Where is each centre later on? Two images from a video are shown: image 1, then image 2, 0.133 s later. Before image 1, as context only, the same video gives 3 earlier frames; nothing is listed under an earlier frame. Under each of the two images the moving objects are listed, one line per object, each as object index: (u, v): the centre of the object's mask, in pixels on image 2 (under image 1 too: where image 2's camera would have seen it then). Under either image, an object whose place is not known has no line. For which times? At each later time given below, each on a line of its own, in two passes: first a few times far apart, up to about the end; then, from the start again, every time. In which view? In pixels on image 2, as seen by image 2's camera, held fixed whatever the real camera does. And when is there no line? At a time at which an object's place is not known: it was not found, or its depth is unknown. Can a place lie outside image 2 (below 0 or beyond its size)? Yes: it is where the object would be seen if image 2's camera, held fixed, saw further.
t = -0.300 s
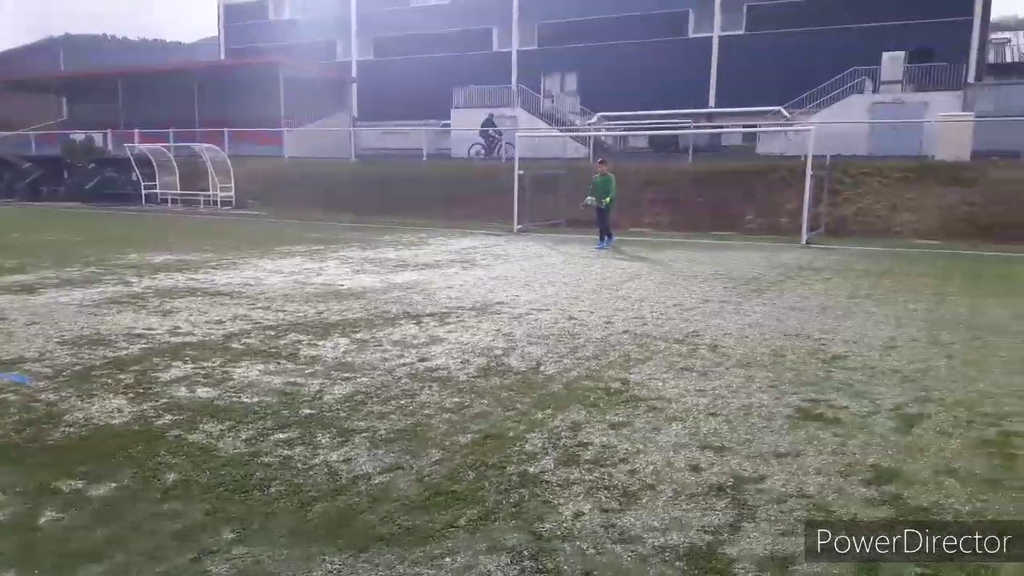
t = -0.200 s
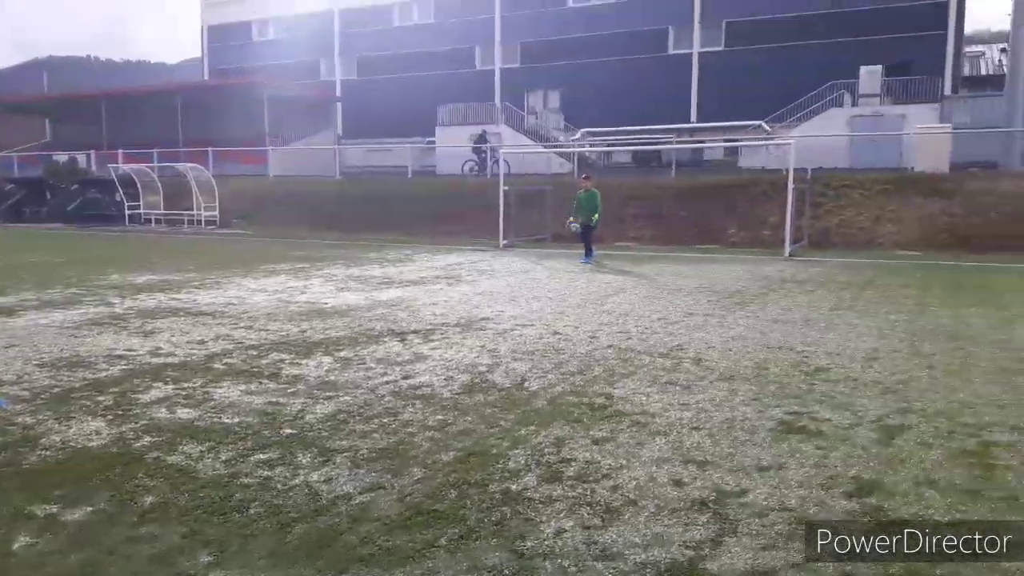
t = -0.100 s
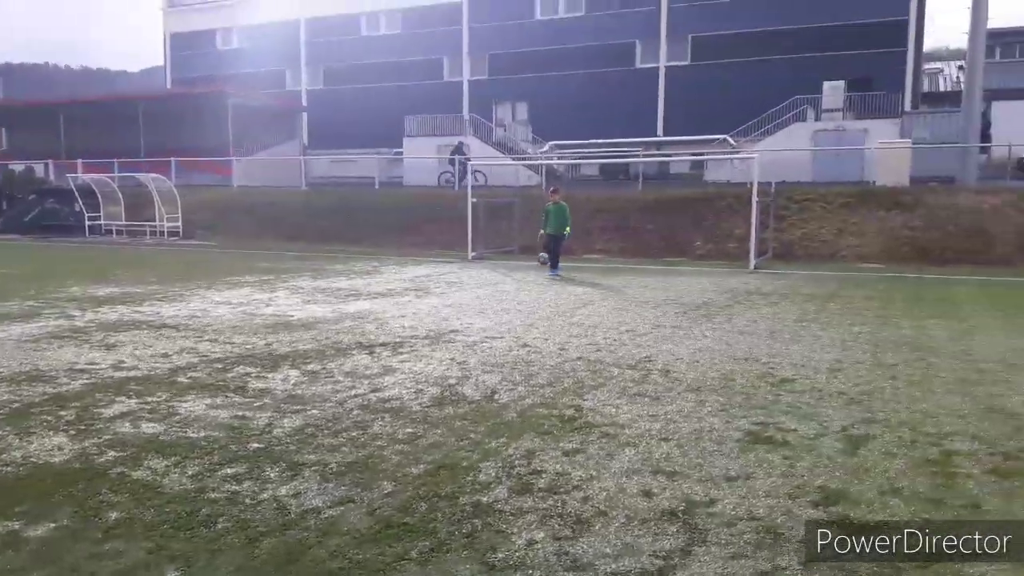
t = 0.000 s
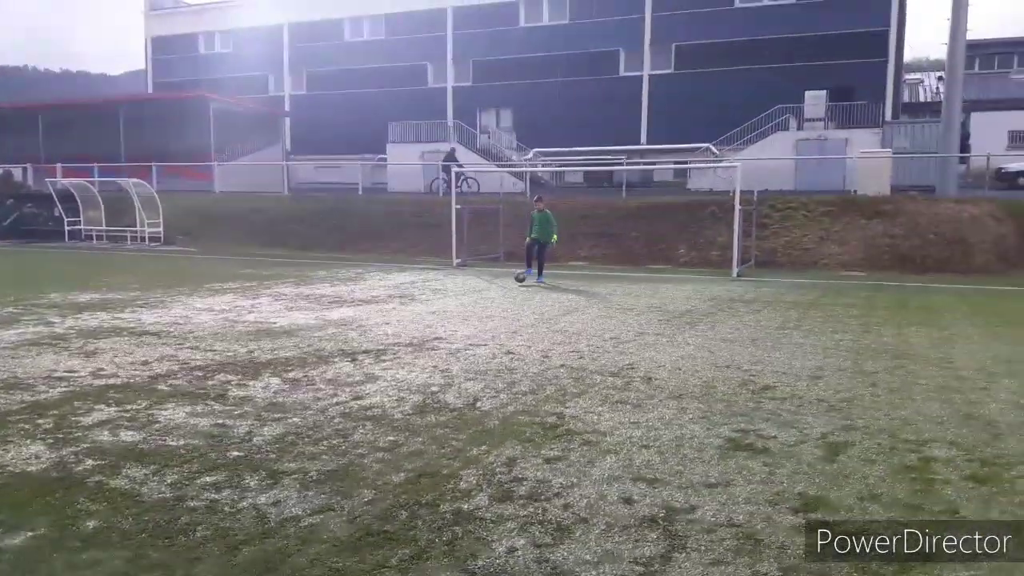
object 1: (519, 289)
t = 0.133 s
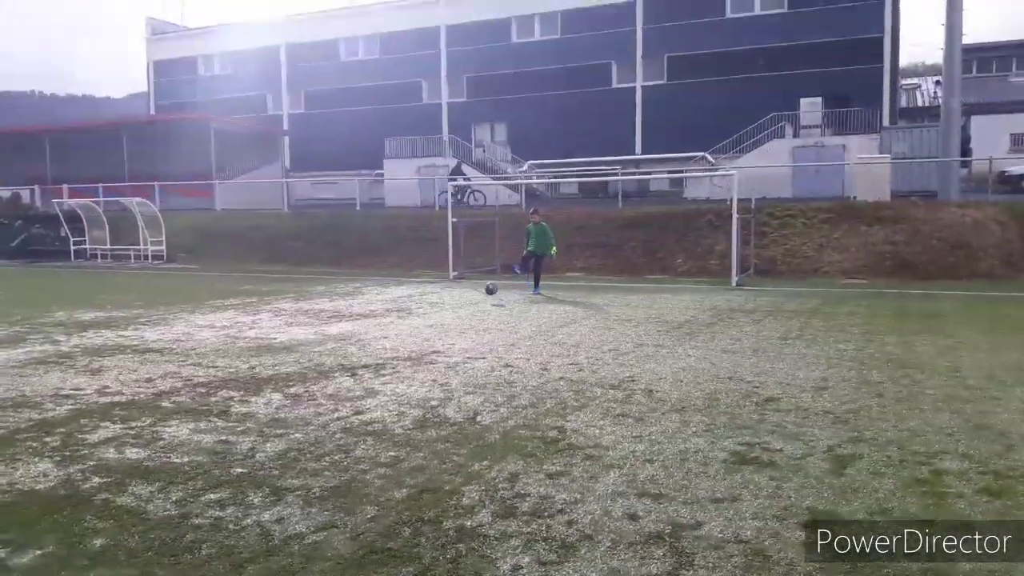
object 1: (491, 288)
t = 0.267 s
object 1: (460, 300)
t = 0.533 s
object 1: (398, 310)
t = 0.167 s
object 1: (484, 290)
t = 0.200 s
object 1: (476, 292)
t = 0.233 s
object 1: (469, 296)
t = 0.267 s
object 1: (460, 300)
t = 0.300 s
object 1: (452, 305)
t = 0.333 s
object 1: (445, 304)
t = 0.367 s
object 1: (438, 303)
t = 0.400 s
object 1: (431, 303)
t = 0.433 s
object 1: (423, 303)
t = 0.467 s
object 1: (416, 304)
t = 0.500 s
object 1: (407, 307)
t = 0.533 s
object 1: (398, 310)
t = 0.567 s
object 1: (389, 313)
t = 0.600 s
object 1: (381, 319)
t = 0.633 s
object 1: (372, 323)
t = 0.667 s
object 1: (364, 322)
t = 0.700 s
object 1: (356, 322)
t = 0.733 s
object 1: (349, 322)
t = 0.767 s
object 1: (340, 324)
